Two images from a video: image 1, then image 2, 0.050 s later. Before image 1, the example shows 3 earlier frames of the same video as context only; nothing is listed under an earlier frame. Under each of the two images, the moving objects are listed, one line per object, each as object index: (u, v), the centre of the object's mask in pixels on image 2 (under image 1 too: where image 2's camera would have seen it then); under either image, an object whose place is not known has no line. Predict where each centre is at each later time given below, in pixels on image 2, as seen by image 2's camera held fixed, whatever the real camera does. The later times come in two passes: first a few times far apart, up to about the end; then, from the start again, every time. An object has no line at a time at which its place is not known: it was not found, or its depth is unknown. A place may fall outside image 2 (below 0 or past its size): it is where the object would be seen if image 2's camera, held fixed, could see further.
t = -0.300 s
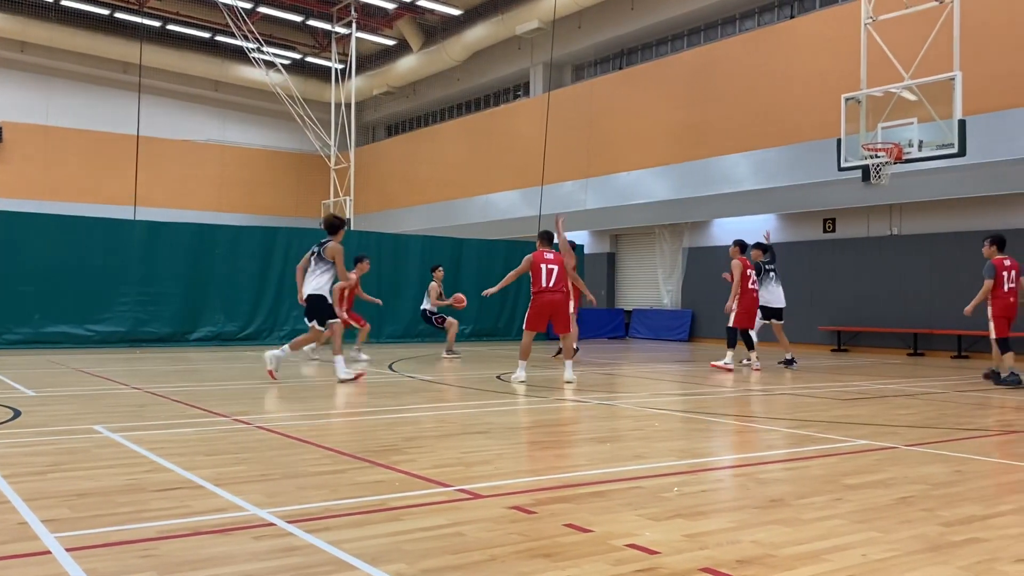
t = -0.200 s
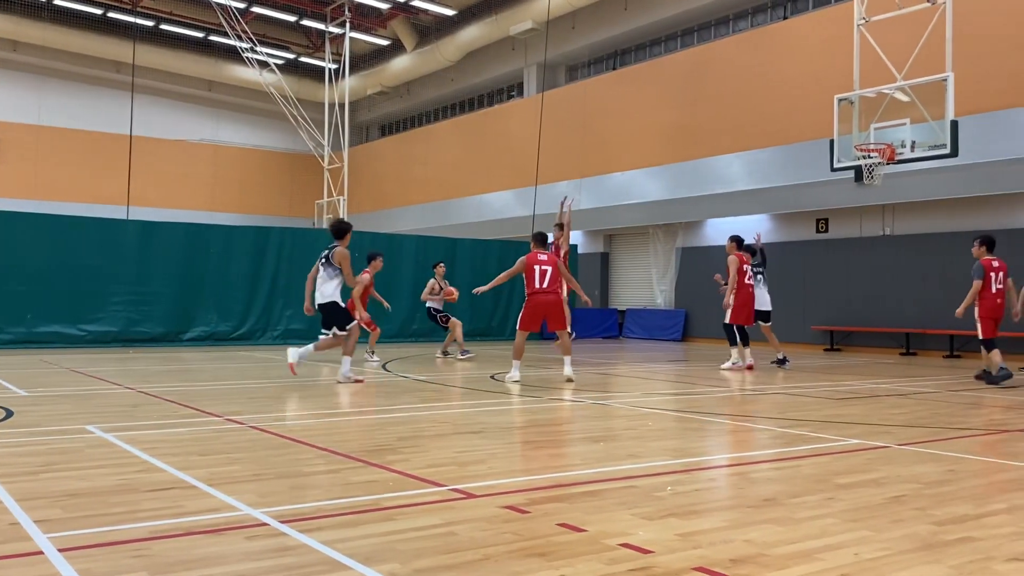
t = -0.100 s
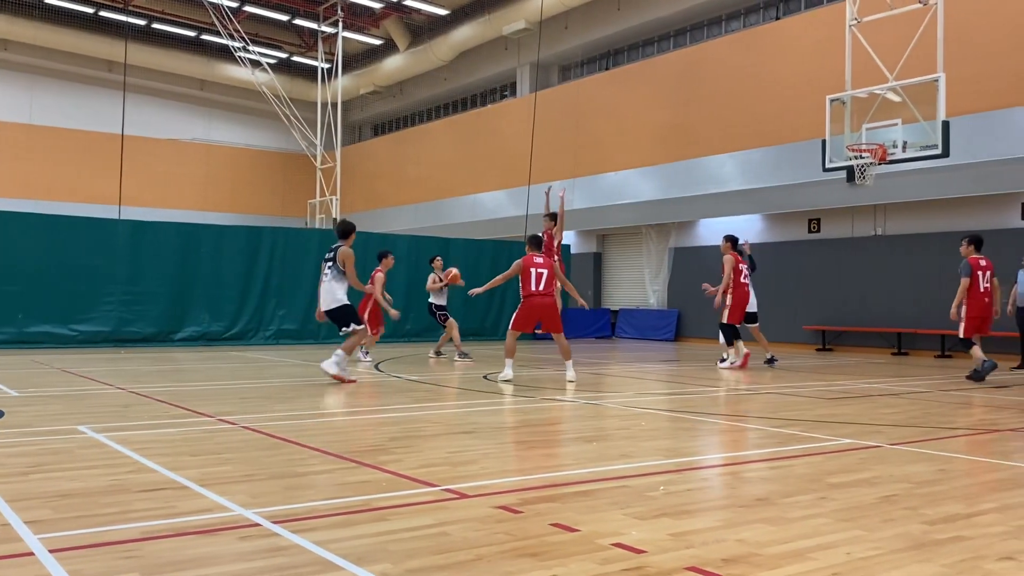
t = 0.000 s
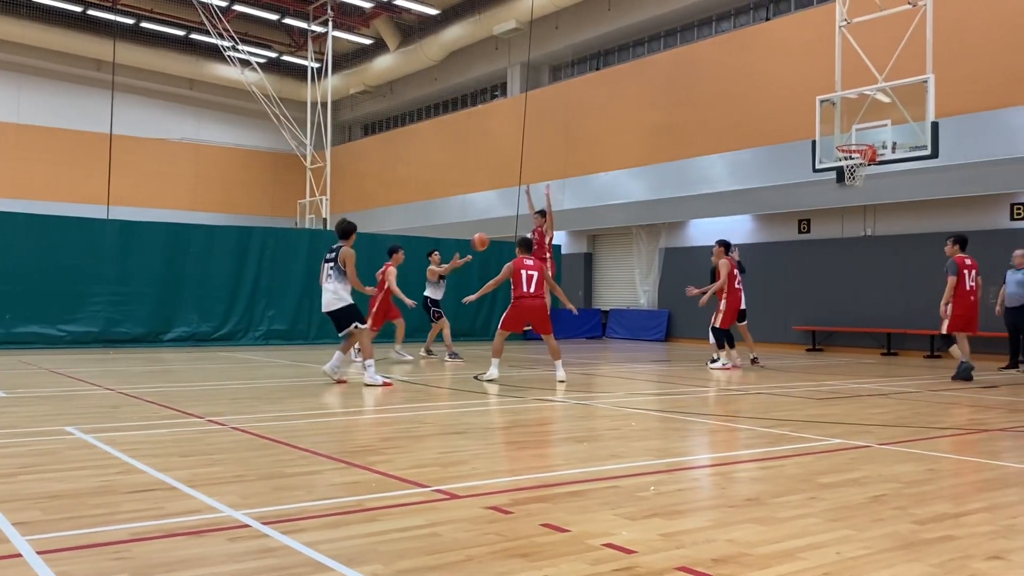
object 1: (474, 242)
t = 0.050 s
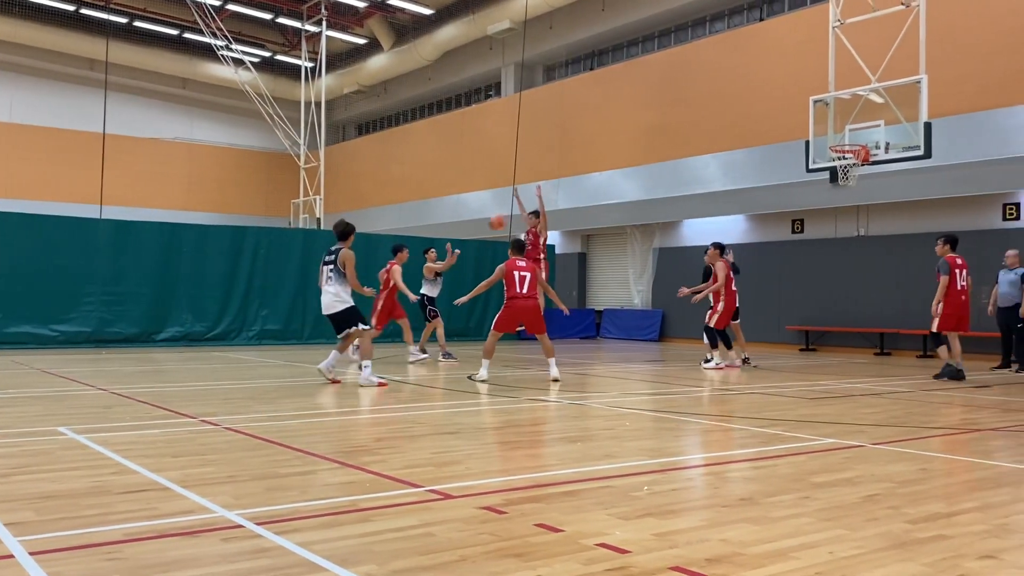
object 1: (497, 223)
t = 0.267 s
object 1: (609, 152)
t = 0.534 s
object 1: (777, 95)
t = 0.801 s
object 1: (1007, 93)
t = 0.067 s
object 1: (505, 217)
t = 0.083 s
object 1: (514, 210)
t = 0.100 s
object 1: (521, 204)
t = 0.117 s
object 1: (530, 199)
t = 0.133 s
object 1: (539, 194)
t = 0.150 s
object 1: (547, 188)
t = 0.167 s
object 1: (556, 182)
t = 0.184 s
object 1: (564, 177)
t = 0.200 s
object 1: (573, 172)
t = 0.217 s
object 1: (582, 166)
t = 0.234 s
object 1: (591, 161)
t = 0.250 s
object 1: (600, 156)
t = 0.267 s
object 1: (609, 152)
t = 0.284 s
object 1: (618, 147)
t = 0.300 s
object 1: (628, 143)
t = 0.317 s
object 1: (637, 139)
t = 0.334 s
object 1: (647, 134)
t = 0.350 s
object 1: (657, 130)
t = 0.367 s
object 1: (667, 126)
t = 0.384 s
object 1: (677, 122)
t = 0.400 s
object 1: (688, 119)
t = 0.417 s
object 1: (698, 115)
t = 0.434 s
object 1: (709, 112)
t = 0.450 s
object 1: (720, 108)
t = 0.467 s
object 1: (731, 106)
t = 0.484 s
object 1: (743, 102)
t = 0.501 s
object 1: (754, 100)
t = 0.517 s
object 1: (766, 97)
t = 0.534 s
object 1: (777, 95)
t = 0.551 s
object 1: (790, 92)
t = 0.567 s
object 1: (802, 91)
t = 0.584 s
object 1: (815, 89)
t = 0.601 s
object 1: (828, 88)
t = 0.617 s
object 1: (841, 86)
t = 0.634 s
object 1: (855, 86)
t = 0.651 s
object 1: (868, 85)
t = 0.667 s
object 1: (882, 84)
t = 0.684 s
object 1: (896, 84)
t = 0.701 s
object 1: (912, 85)
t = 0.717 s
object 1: (927, 86)
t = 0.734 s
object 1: (942, 87)
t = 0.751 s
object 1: (958, 86)
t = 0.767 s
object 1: (975, 87)
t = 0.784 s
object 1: (990, 89)
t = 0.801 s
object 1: (1007, 93)
